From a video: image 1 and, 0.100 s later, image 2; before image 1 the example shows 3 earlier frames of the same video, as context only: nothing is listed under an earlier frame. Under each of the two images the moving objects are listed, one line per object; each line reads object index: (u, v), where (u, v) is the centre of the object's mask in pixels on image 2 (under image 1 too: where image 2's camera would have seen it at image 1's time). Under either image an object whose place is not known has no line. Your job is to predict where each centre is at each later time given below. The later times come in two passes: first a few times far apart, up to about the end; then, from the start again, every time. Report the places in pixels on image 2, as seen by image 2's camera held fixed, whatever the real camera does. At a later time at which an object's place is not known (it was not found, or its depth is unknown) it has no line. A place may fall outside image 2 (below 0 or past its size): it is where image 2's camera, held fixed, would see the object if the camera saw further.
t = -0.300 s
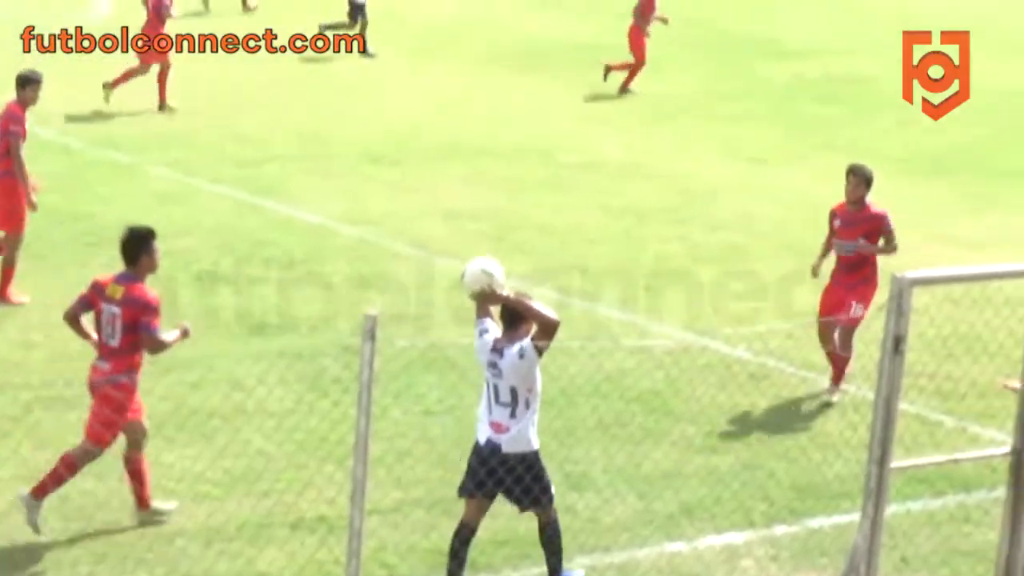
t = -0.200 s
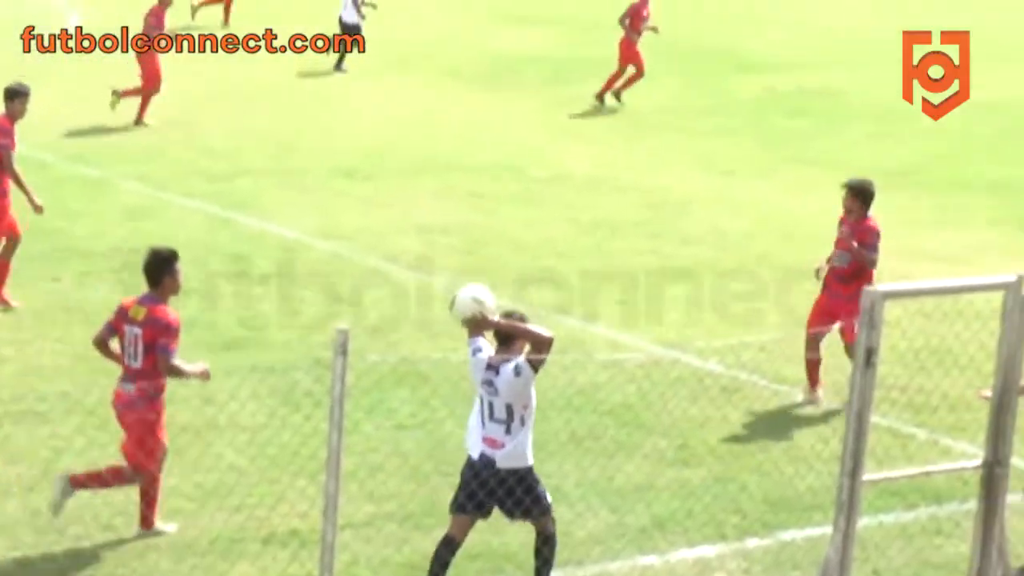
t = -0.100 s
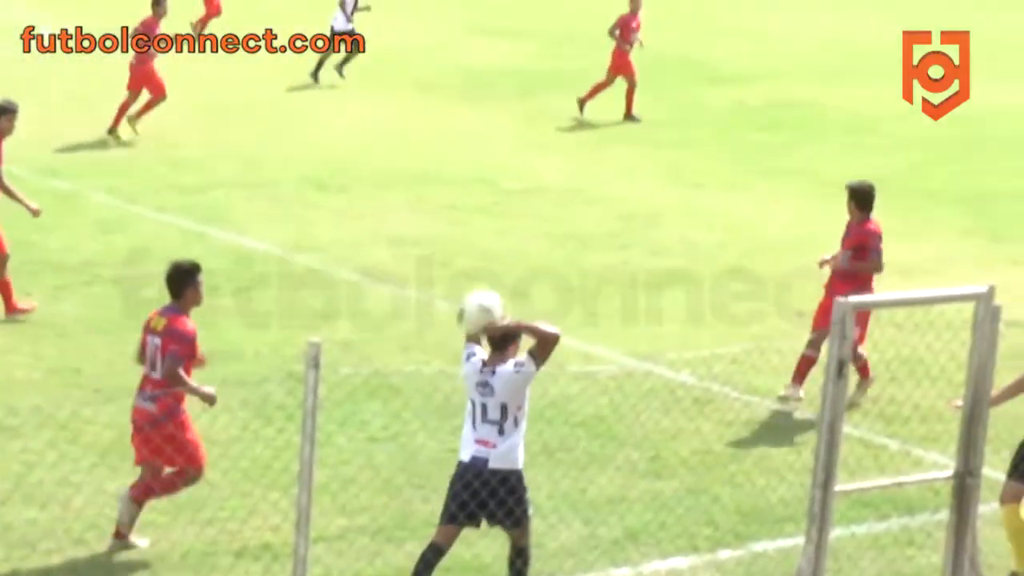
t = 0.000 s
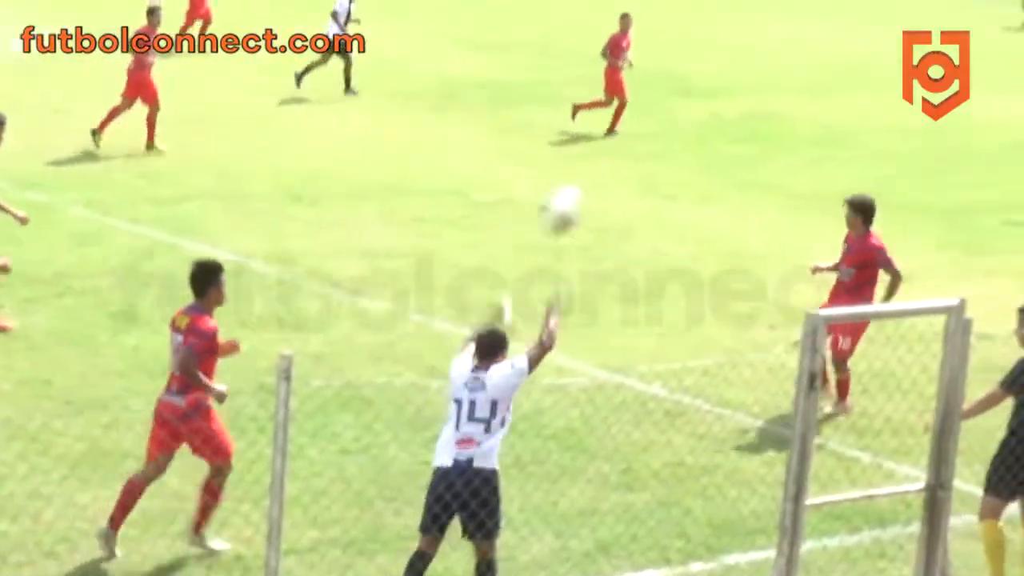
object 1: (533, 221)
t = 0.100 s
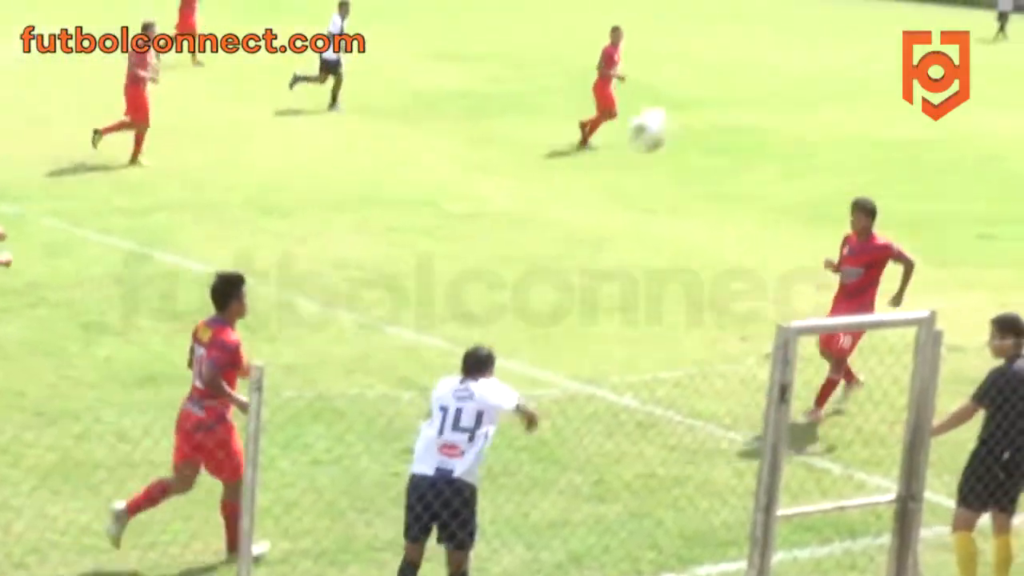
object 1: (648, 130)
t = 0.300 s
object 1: (835, 33)
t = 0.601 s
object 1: (1017, 18)
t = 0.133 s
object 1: (684, 107)
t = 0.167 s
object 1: (718, 86)
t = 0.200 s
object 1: (750, 69)
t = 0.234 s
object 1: (781, 55)
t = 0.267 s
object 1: (808, 43)
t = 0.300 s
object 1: (835, 33)
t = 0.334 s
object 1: (860, 24)
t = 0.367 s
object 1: (885, 16)
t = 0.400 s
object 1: (907, 12)
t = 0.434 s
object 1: (928, 9)
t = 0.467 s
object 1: (948, 7)
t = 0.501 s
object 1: (967, 8)
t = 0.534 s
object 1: (986, 9)
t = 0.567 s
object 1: (1002, 13)
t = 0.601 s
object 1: (1017, 18)
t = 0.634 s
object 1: (1029, 23)
